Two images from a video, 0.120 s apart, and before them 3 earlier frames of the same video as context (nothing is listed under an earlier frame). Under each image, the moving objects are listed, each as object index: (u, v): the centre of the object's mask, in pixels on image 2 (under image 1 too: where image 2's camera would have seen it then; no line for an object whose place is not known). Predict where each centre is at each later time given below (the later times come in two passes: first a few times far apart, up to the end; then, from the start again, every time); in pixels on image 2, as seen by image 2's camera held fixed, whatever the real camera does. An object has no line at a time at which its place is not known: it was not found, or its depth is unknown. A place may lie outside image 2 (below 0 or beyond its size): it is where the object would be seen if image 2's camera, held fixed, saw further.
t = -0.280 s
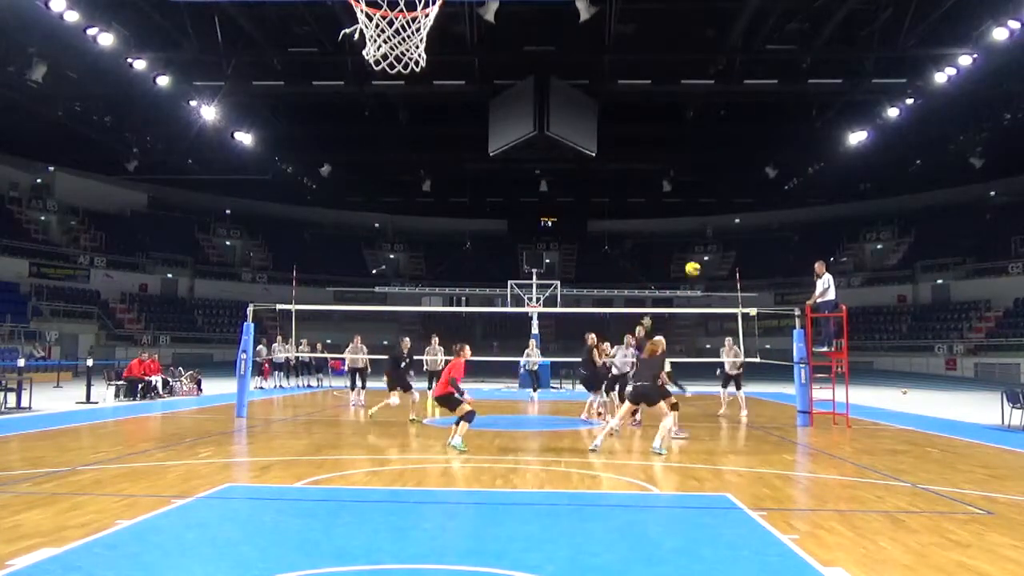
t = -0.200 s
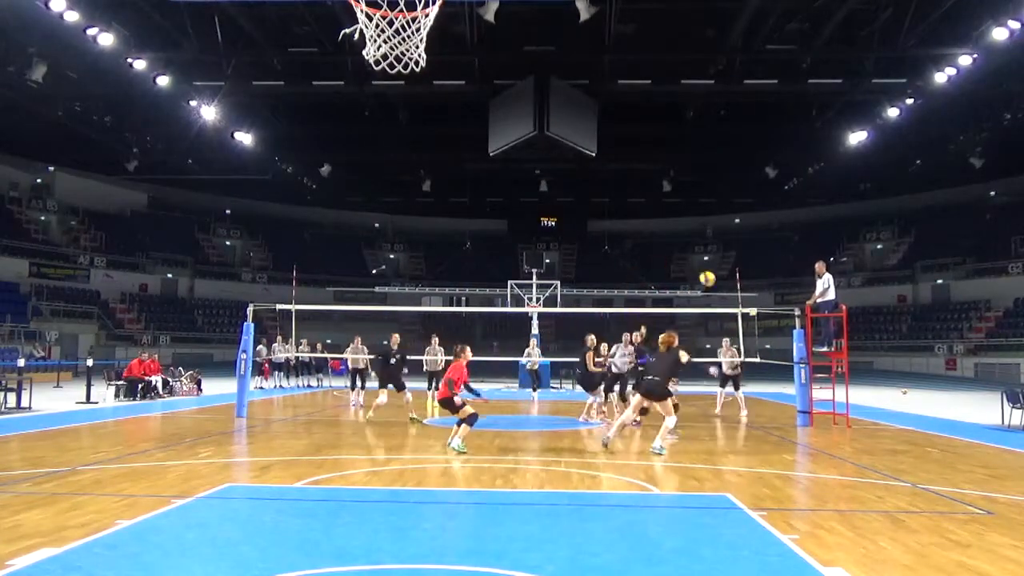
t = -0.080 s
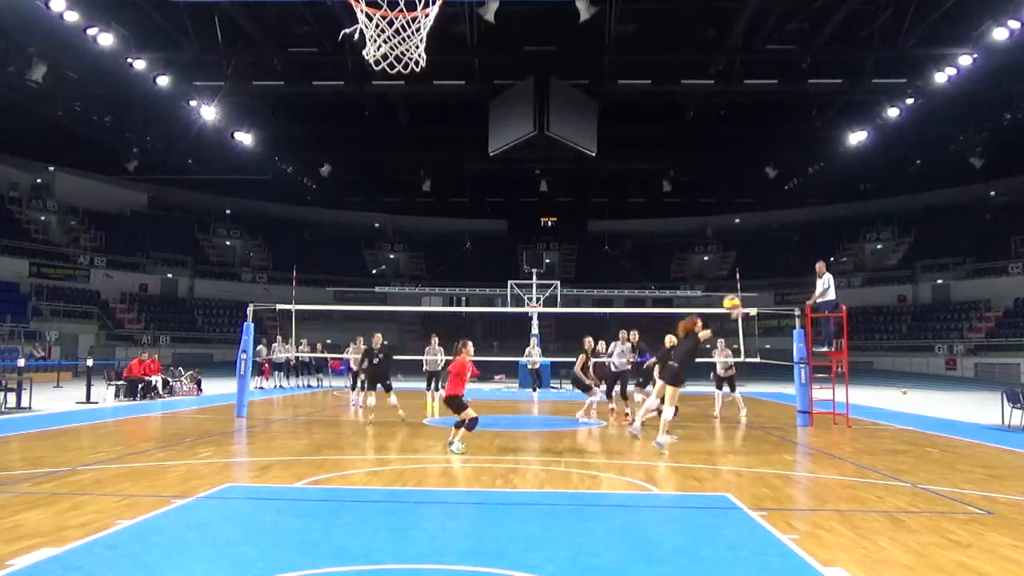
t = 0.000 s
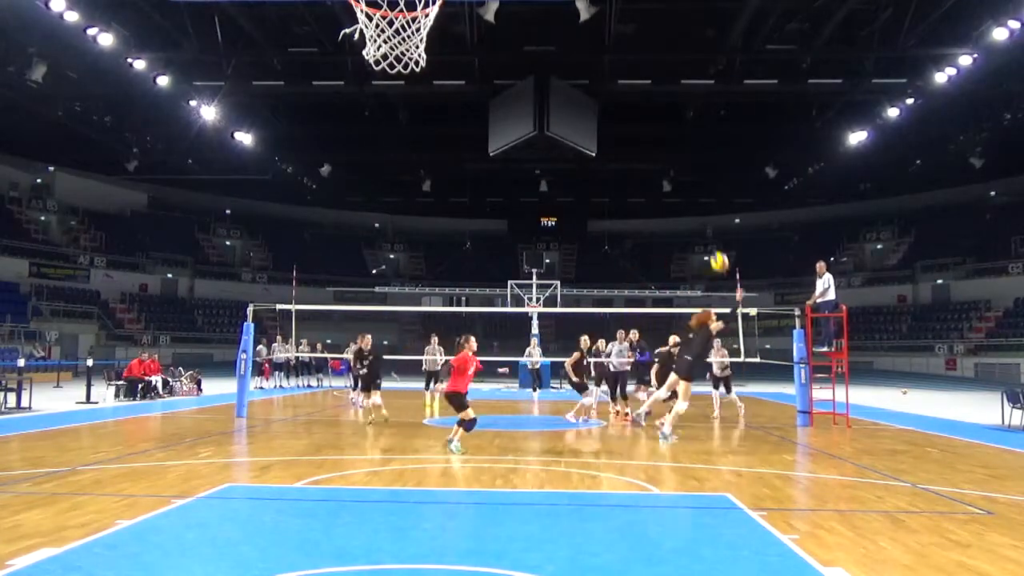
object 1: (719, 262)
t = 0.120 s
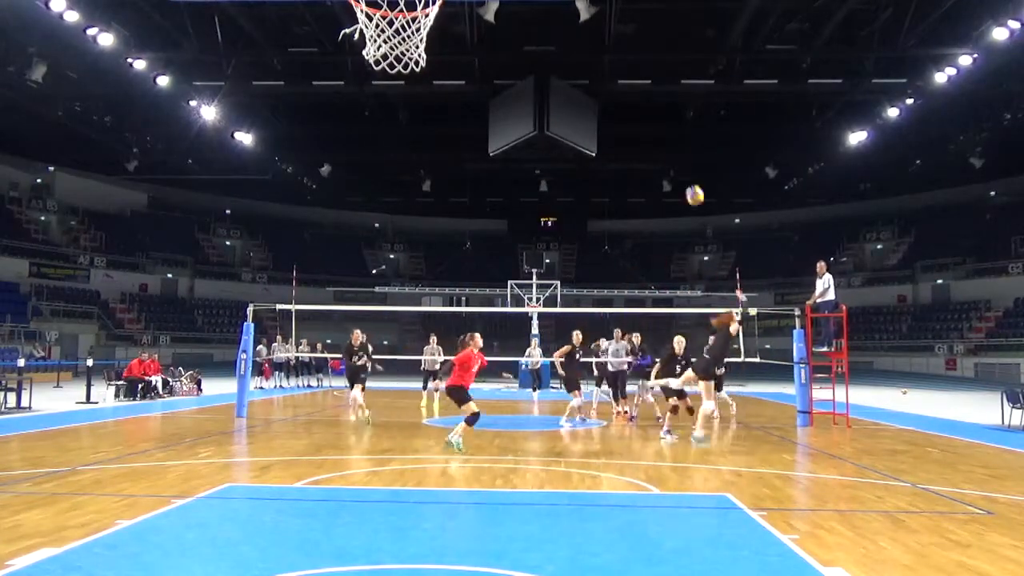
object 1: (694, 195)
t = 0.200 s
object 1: (677, 157)
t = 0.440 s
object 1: (624, 68)
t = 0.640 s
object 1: (576, 26)
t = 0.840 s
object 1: (525, 14)
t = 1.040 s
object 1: (471, 37)
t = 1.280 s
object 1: (401, 118)
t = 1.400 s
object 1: (364, 183)
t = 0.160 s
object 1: (686, 176)
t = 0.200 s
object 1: (677, 157)
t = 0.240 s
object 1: (669, 139)
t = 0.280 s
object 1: (660, 122)
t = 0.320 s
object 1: (652, 107)
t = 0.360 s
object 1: (643, 93)
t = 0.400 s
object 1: (633, 80)
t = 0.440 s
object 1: (624, 68)
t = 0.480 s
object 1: (615, 57)
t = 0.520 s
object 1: (605, 47)
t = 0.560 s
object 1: (596, 38)
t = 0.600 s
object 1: (586, 31)
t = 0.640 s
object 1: (576, 26)
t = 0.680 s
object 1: (567, 21)
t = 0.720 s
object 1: (557, 17)
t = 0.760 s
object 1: (546, 14)
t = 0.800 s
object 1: (536, 14)
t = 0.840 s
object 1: (525, 14)
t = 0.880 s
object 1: (515, 16)
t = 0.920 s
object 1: (504, 18)
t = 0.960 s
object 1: (493, 24)
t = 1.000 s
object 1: (481, 30)
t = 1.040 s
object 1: (471, 37)
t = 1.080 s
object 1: (459, 46)
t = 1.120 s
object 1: (448, 57)
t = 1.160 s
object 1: (436, 70)
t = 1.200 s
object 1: (424, 84)
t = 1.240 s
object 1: (413, 100)
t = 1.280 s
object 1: (401, 118)
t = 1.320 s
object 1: (389, 138)
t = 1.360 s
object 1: (376, 159)
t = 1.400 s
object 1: (364, 183)
